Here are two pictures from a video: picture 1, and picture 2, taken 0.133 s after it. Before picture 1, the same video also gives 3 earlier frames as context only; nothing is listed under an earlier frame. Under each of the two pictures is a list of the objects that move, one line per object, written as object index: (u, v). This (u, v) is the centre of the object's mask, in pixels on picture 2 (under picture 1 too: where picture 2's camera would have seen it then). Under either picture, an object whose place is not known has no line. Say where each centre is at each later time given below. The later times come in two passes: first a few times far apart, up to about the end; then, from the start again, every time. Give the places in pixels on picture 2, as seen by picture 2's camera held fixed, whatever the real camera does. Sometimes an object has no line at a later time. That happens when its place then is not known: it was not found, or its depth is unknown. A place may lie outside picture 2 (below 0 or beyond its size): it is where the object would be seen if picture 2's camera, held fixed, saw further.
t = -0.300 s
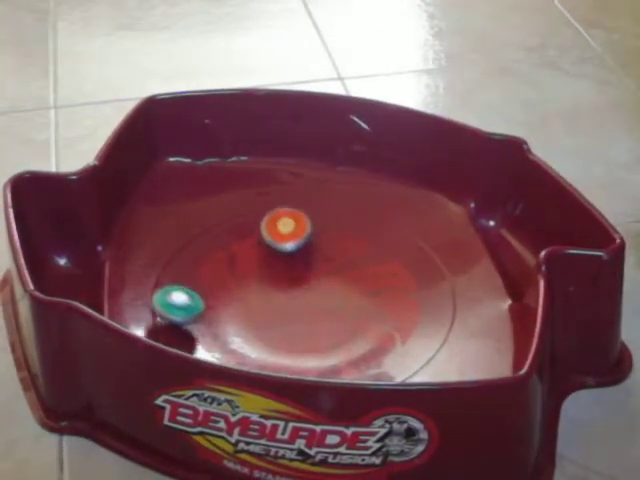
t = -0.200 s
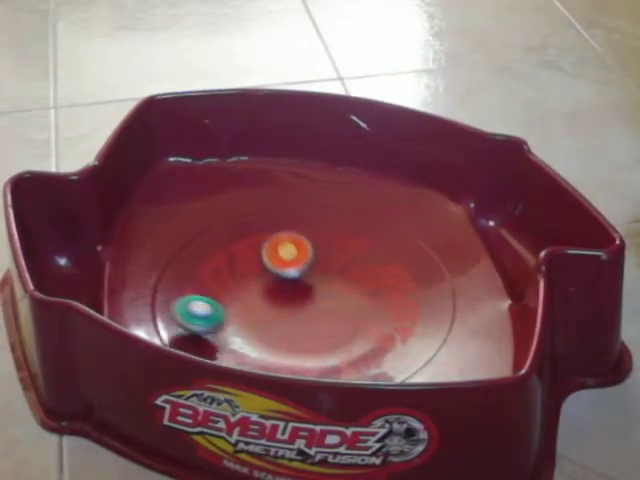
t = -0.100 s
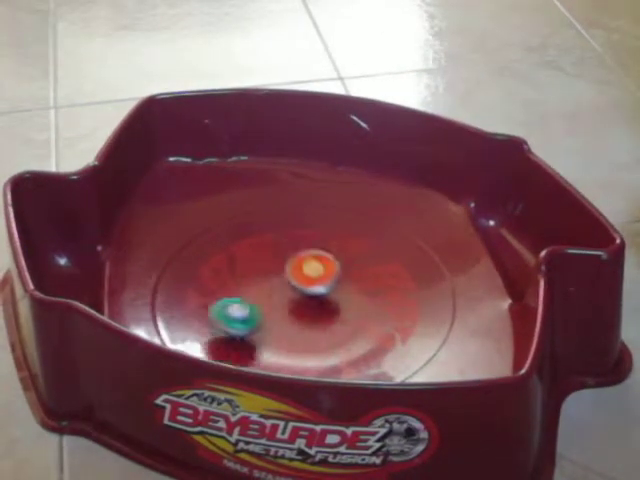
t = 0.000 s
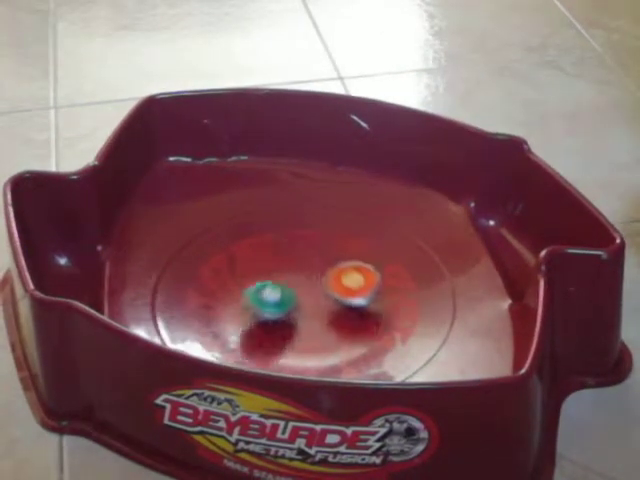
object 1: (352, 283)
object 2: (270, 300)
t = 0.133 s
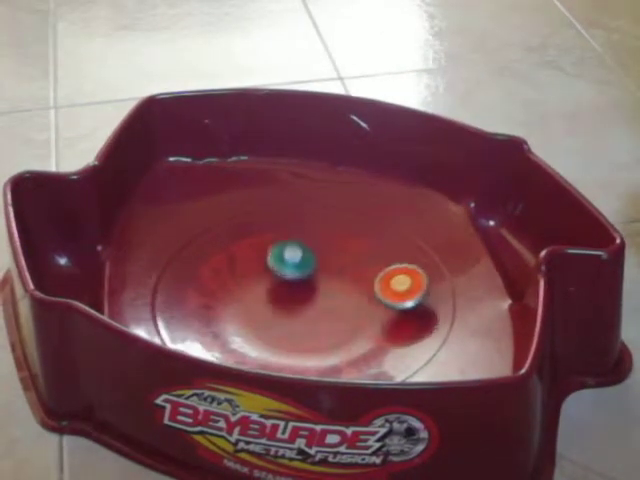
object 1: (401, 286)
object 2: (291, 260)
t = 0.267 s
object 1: (417, 274)
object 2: (286, 220)
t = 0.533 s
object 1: (417, 247)
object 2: (233, 190)
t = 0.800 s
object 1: (348, 261)
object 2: (229, 165)
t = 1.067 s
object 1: (314, 325)
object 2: (228, 191)
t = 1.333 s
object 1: (353, 360)
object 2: (247, 291)
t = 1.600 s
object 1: (408, 346)
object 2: (361, 335)
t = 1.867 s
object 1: (448, 365)
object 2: (387, 278)
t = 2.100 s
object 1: (427, 372)
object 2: (341, 269)
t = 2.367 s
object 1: (405, 369)
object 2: (321, 323)
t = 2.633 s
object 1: (449, 300)
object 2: (277, 343)
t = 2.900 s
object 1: (374, 231)
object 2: (234, 305)
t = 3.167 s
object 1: (241, 227)
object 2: (241, 311)
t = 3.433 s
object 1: (176, 279)
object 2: (265, 336)
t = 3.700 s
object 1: (246, 343)
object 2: (291, 307)
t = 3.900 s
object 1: (341, 329)
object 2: (275, 272)
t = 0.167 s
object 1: (407, 284)
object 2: (293, 249)
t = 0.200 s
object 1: (411, 281)
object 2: (293, 238)
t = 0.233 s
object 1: (414, 278)
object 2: (290, 228)
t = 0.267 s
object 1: (417, 274)
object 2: (286, 220)
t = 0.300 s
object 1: (419, 270)
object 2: (280, 213)
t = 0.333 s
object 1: (420, 267)
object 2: (273, 208)
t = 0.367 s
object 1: (421, 263)
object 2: (266, 204)
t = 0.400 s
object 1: (422, 259)
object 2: (258, 199)
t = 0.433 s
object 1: (423, 255)
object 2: (251, 197)
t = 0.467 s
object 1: (422, 252)
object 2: (245, 195)
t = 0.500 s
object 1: (420, 250)
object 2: (239, 193)
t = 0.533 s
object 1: (417, 247)
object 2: (233, 190)
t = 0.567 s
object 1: (413, 245)
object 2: (229, 188)
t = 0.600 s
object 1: (408, 244)
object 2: (225, 185)
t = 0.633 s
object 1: (402, 244)
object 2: (223, 181)
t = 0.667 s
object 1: (393, 246)
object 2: (222, 179)
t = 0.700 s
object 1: (384, 249)
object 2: (223, 176)
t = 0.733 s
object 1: (372, 252)
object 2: (224, 172)
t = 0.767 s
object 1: (360, 256)
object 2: (226, 168)
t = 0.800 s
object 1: (348, 261)
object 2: (229, 165)
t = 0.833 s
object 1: (338, 267)
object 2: (229, 163)
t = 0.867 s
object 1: (330, 273)
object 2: (228, 164)
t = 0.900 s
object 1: (324, 280)
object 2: (227, 166)
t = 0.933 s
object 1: (320, 288)
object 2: (226, 168)
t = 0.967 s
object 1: (318, 297)
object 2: (228, 172)
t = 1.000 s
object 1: (316, 307)
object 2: (229, 177)
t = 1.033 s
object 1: (315, 315)
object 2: (229, 183)
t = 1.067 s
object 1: (314, 325)
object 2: (228, 191)
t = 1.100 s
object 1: (312, 334)
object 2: (228, 199)
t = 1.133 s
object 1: (312, 343)
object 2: (227, 210)
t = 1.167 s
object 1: (315, 349)
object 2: (226, 221)
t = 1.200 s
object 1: (321, 353)
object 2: (226, 234)
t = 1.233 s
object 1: (328, 356)
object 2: (227, 249)
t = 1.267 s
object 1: (336, 358)
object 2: (230, 264)
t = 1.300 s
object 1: (345, 359)
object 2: (237, 279)
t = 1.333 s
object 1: (353, 360)
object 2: (247, 291)
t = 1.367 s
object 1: (362, 361)
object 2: (259, 302)
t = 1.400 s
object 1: (371, 361)
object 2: (273, 310)
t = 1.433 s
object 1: (379, 360)
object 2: (288, 318)
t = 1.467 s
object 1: (386, 359)
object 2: (303, 325)
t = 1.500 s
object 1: (391, 357)
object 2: (318, 331)
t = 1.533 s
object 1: (397, 354)
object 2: (335, 337)
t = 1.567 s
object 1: (399, 350)
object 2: (350, 341)
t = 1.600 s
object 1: (408, 346)
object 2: (361, 335)
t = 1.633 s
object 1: (421, 349)
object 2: (366, 327)
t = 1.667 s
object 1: (440, 355)
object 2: (370, 317)
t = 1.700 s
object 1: (446, 357)
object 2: (373, 308)
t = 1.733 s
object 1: (450, 358)
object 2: (376, 299)
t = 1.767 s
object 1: (451, 360)
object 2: (379, 293)
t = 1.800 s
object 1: (451, 361)
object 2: (382, 288)
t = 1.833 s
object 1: (449, 363)
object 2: (385, 283)
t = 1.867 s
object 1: (448, 365)
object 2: (387, 278)
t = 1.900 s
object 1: (446, 365)
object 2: (386, 273)
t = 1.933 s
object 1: (443, 366)
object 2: (382, 268)
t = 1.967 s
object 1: (440, 368)
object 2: (376, 265)
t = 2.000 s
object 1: (437, 368)
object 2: (369, 262)
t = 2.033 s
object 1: (434, 370)
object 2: (358, 263)
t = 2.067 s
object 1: (431, 370)
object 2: (348, 266)
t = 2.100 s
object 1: (427, 372)
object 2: (341, 269)
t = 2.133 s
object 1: (424, 373)
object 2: (335, 272)
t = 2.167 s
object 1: (421, 373)
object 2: (330, 278)
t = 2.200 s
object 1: (418, 373)
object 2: (327, 283)
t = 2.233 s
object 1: (415, 374)
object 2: (326, 290)
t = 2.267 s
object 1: (413, 373)
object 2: (325, 298)
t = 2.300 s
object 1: (410, 372)
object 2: (323, 307)
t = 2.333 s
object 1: (408, 371)
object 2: (322, 315)
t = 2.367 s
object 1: (405, 369)
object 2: (321, 323)
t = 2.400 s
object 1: (401, 367)
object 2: (321, 331)
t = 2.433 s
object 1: (398, 361)
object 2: (321, 339)
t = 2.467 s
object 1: (396, 357)
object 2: (322, 346)
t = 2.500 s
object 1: (391, 348)
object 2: (325, 350)
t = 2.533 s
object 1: (389, 338)
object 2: (327, 352)
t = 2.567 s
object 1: (413, 325)
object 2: (310, 348)
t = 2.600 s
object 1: (434, 316)
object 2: (292, 347)
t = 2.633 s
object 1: (449, 300)
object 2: (277, 343)
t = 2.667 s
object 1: (452, 287)
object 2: (263, 338)
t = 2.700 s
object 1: (447, 277)
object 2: (252, 330)
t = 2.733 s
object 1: (440, 267)
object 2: (243, 325)
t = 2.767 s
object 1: (430, 259)
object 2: (240, 319)
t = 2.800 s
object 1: (418, 251)
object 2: (236, 314)
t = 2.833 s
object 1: (405, 243)
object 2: (234, 310)
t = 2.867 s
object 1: (390, 237)
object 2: (234, 307)
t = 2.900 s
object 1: (374, 231)
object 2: (234, 305)
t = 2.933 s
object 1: (358, 226)
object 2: (235, 304)
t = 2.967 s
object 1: (341, 223)
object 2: (237, 304)
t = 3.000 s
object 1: (324, 221)
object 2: (238, 304)
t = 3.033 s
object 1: (306, 220)
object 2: (240, 305)
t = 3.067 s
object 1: (287, 220)
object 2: (240, 305)
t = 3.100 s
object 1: (271, 221)
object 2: (240, 307)
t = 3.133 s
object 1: (256, 224)
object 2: (240, 309)
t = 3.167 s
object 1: (241, 227)
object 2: (241, 311)
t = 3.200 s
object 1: (227, 231)
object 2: (241, 314)
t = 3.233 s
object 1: (214, 236)
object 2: (241, 317)
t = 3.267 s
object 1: (204, 242)
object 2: (242, 320)
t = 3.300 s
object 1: (194, 248)
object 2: (243, 323)
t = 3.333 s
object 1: (187, 255)
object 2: (246, 327)
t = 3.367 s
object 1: (182, 263)
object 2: (249, 331)
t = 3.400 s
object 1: (178, 271)
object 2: (256, 333)
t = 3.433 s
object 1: (176, 279)
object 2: (265, 336)
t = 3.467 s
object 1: (176, 289)
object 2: (273, 337)
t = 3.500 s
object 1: (179, 297)
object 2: (281, 336)
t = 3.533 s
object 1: (184, 307)
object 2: (288, 333)
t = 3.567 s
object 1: (191, 314)
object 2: (292, 329)
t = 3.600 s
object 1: (201, 323)
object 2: (293, 324)
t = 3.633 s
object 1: (214, 330)
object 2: (294, 318)
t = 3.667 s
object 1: (228, 337)
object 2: (293, 313)
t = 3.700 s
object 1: (246, 343)
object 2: (291, 307)
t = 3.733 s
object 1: (263, 346)
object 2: (288, 301)
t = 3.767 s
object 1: (279, 346)
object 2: (285, 294)
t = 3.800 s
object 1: (295, 345)
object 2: (282, 289)
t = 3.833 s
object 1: (313, 341)
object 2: (279, 283)
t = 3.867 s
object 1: (328, 335)
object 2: (277, 277)
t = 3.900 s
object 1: (341, 329)
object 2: (275, 272)
